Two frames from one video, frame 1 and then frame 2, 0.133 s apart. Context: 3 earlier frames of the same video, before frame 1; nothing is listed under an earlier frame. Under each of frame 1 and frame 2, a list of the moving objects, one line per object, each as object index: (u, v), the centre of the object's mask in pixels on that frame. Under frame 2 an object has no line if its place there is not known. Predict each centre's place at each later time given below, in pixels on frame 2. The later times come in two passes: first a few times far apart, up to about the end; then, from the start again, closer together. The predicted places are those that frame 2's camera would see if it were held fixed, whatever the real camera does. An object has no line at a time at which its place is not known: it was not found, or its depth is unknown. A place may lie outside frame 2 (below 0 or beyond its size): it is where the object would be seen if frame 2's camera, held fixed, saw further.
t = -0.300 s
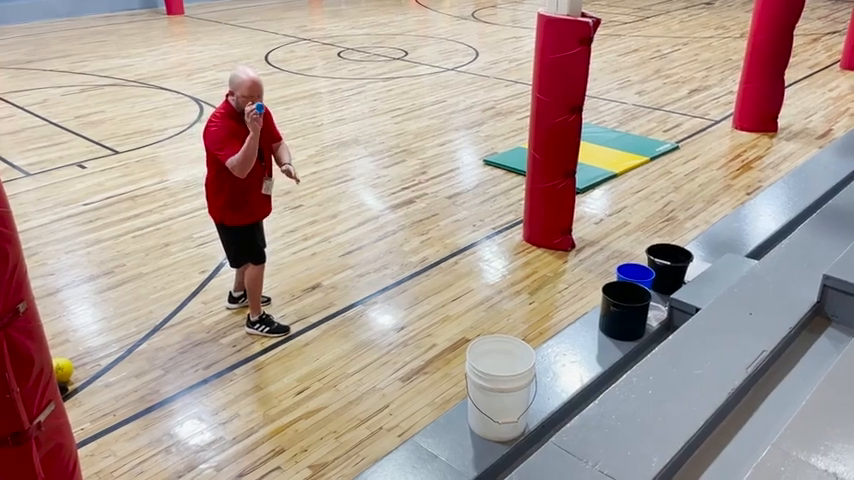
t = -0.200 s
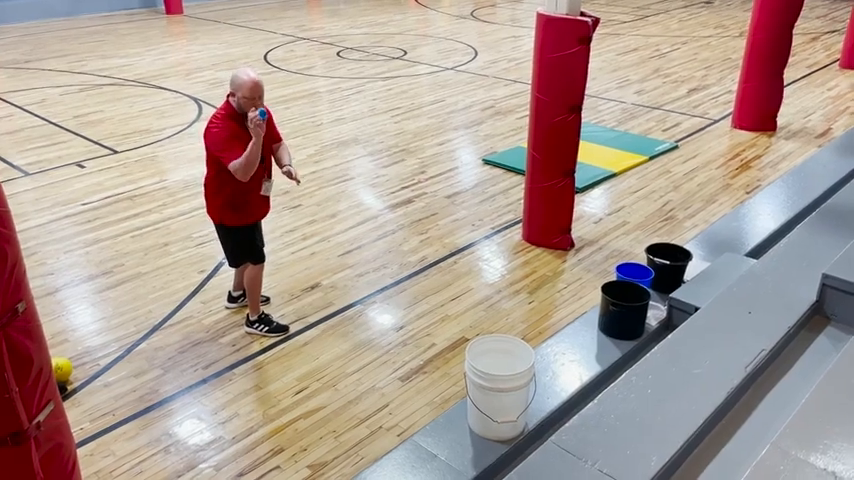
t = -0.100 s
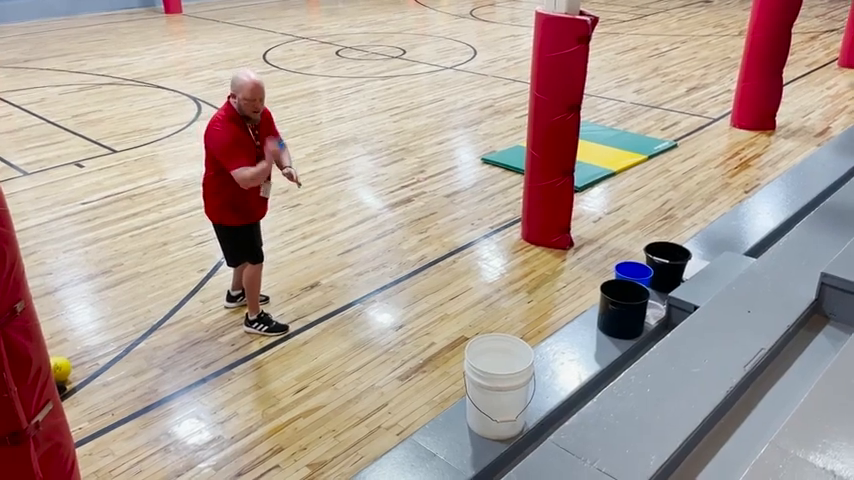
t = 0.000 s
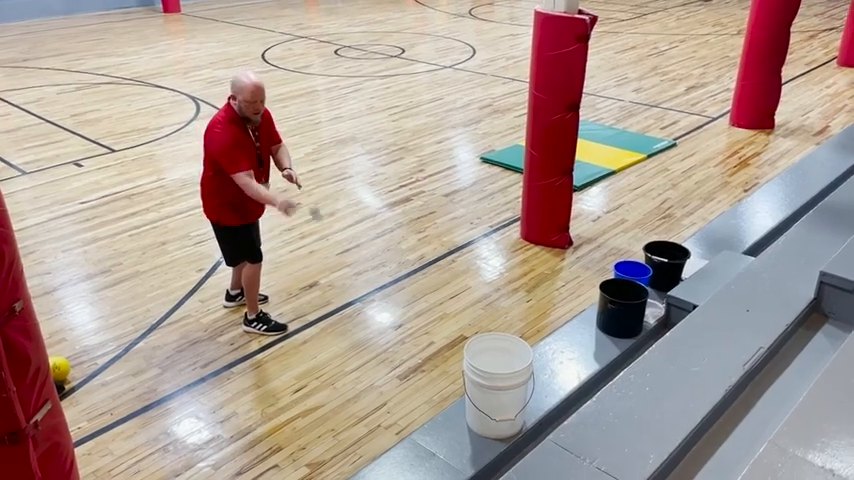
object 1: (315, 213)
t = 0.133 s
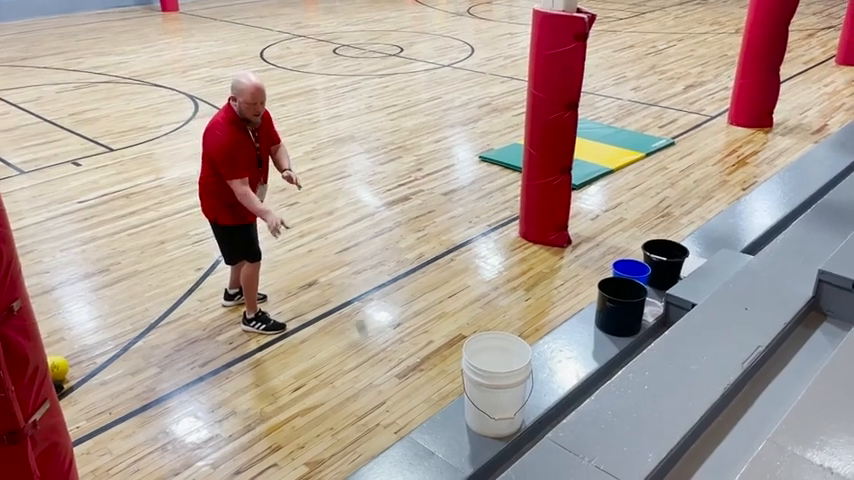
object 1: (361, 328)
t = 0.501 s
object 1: (441, 273)
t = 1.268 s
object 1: (568, 405)
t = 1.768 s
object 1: (564, 406)
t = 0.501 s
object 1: (441, 273)
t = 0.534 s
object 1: (449, 266)
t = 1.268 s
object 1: (568, 405)
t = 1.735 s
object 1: (560, 409)
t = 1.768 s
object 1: (564, 406)
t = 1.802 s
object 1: (568, 405)
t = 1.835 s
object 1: (571, 406)
